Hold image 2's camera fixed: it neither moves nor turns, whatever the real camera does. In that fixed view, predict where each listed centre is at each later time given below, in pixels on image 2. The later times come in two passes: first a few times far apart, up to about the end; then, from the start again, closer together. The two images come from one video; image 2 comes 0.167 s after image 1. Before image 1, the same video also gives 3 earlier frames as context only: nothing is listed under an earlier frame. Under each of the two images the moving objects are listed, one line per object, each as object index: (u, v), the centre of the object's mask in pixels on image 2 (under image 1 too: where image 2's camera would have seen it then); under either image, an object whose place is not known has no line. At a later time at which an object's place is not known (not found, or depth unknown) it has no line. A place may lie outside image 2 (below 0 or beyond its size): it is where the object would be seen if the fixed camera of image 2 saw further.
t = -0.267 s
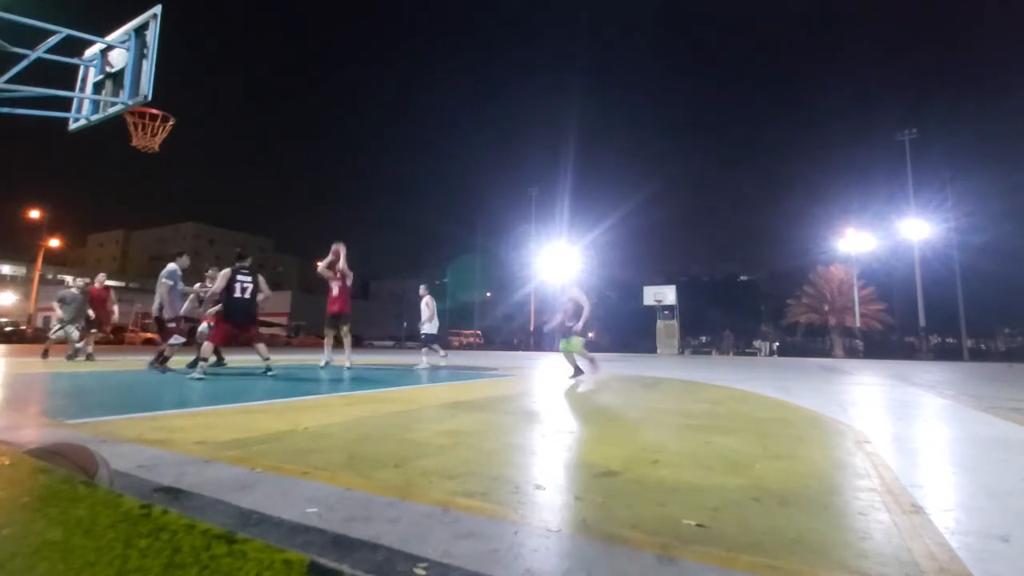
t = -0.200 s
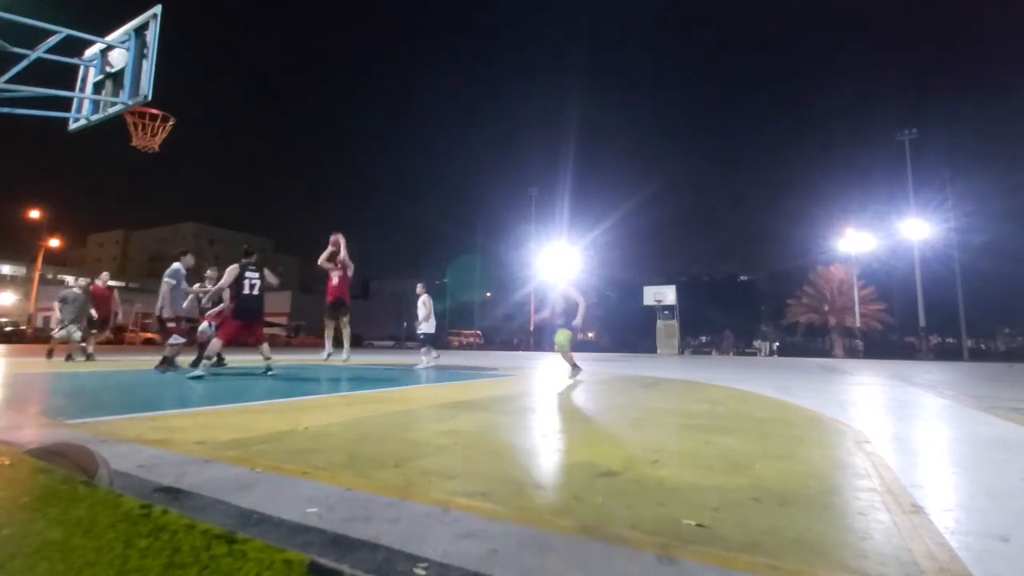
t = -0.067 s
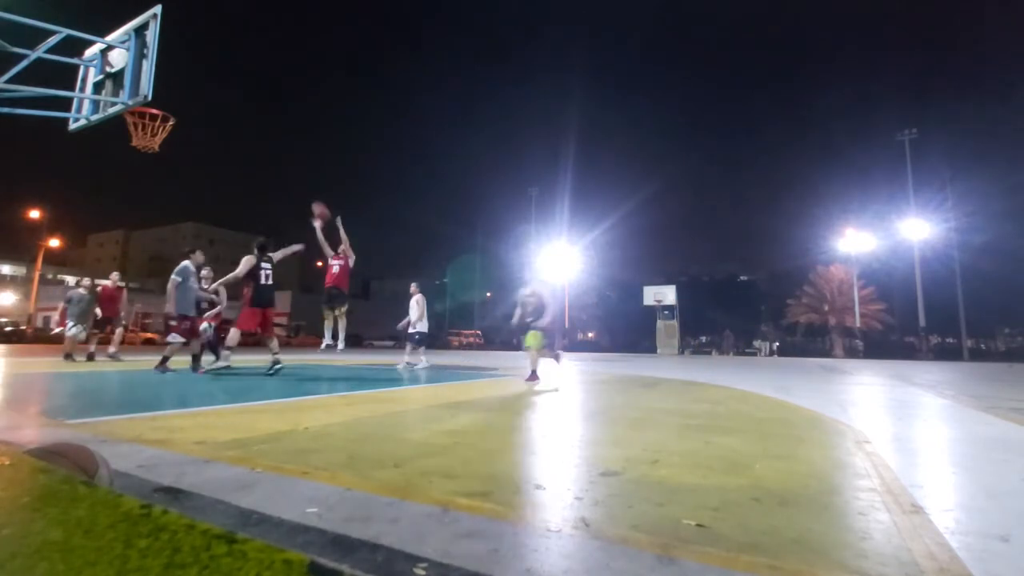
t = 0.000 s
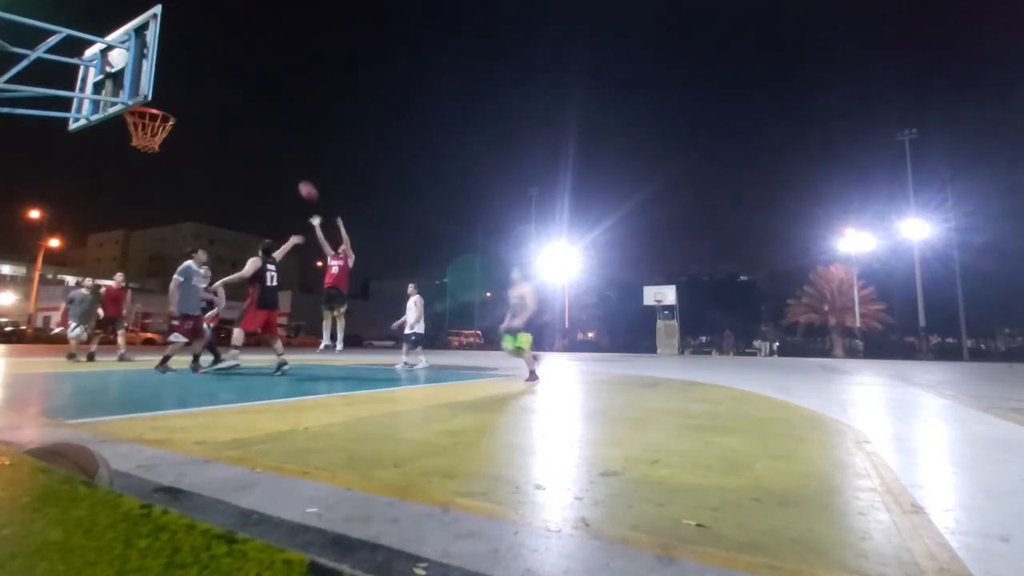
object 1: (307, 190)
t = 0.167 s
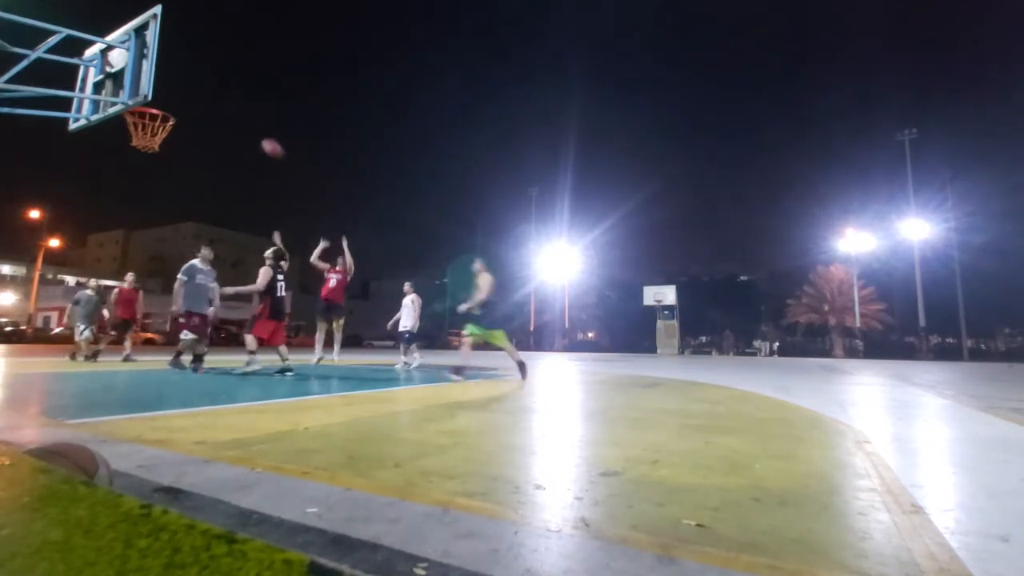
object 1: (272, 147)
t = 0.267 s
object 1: (247, 128)
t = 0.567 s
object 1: (157, 100)
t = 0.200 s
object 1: (263, 139)
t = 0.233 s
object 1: (255, 133)
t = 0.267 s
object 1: (247, 128)
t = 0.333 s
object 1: (228, 117)
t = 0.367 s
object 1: (218, 112)
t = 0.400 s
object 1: (209, 108)
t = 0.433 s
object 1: (198, 105)
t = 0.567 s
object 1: (157, 100)
